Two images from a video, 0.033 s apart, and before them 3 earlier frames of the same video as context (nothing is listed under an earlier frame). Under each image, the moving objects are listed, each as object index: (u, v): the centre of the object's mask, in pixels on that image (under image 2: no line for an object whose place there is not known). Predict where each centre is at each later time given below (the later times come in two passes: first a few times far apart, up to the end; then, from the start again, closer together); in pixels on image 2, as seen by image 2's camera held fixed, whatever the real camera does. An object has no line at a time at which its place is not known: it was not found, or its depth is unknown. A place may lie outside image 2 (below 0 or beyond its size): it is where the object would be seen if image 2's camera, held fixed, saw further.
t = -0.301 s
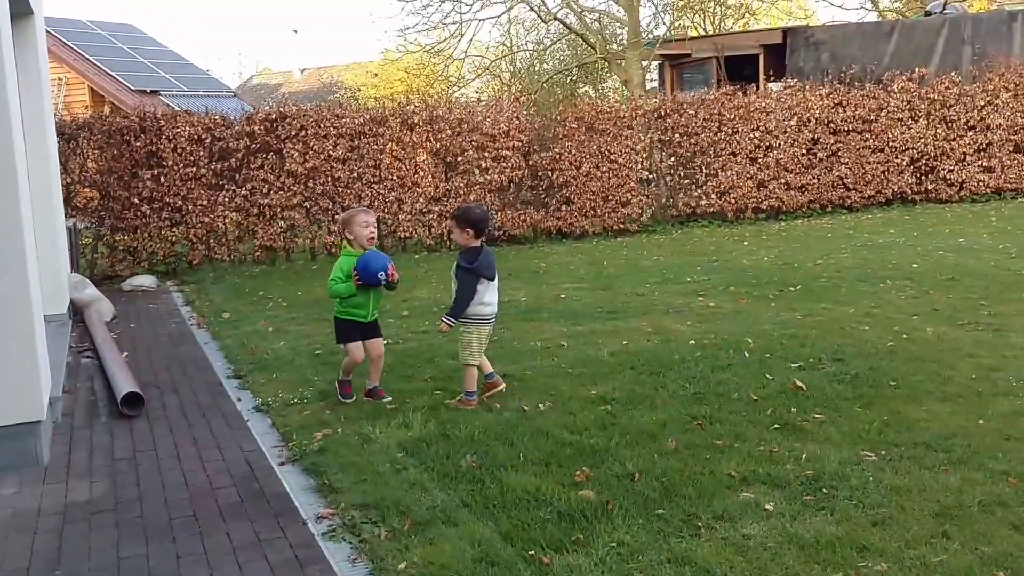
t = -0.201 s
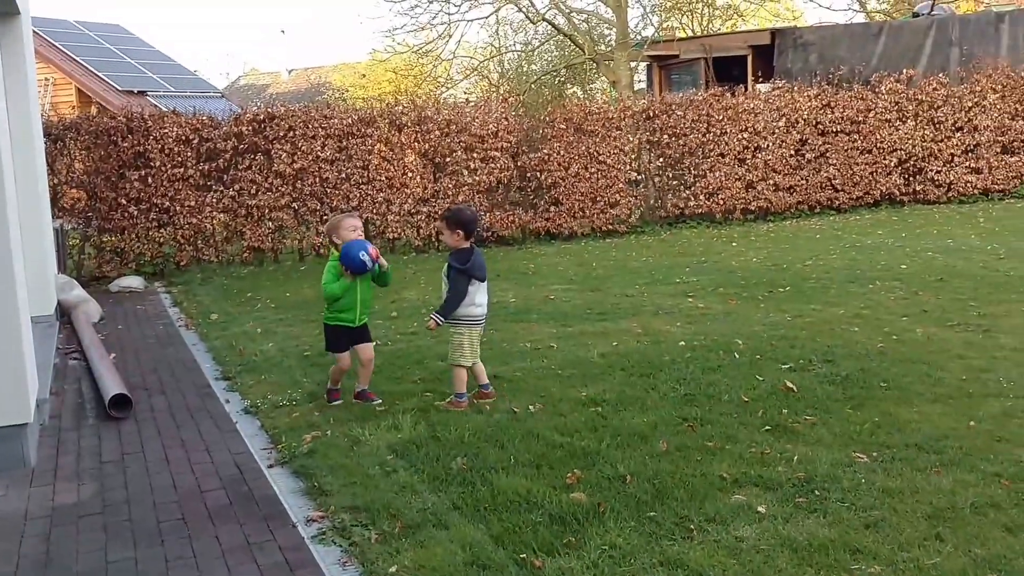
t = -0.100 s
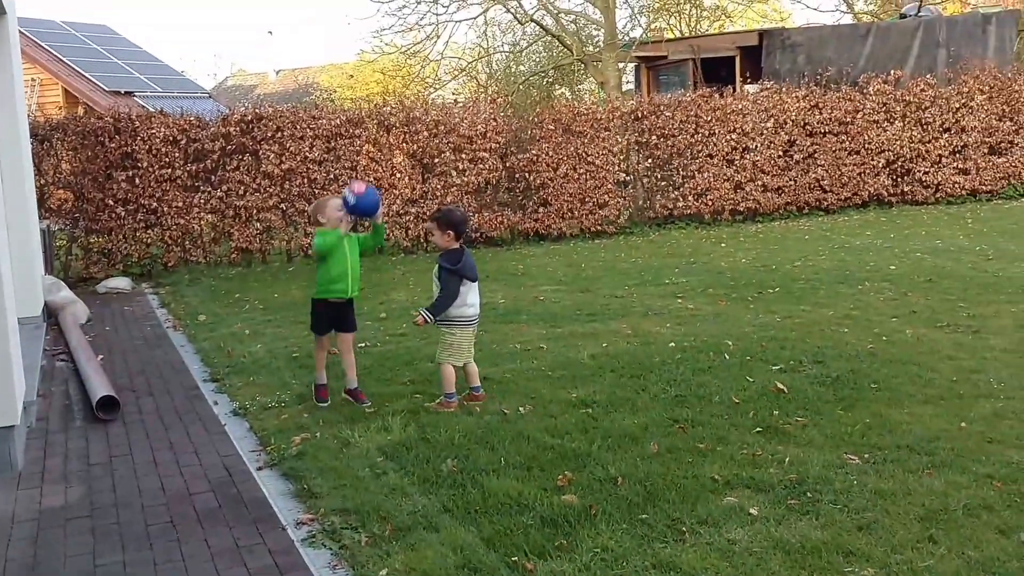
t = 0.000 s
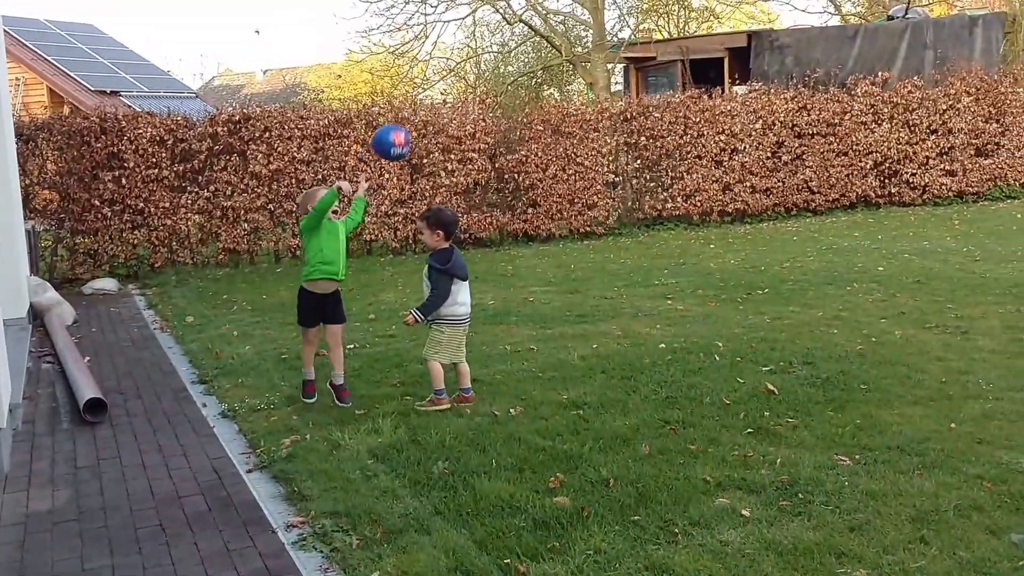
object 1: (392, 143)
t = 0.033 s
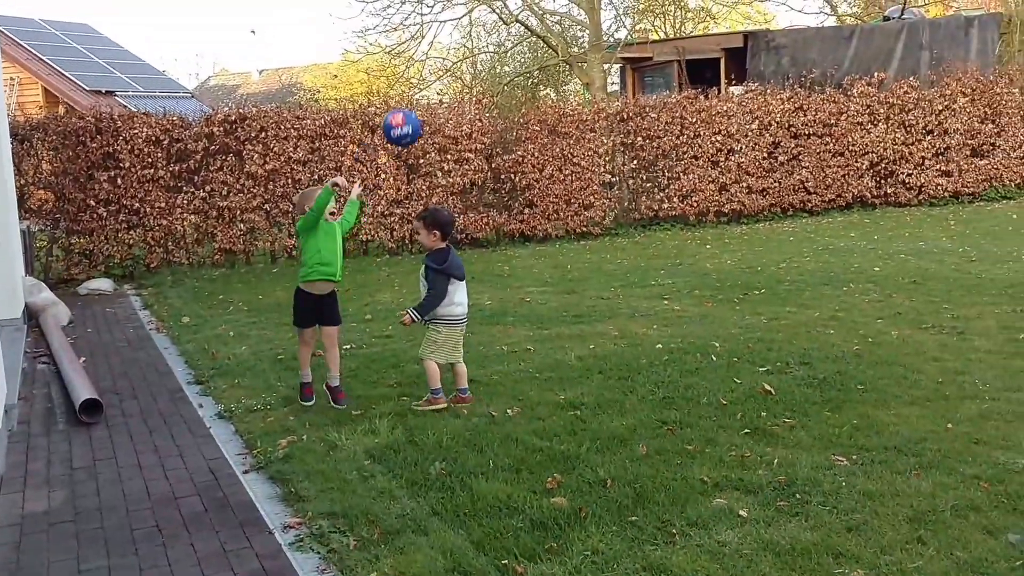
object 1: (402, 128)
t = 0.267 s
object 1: (506, 86)
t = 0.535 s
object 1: (626, 179)
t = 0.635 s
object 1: (664, 246)
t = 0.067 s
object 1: (415, 115)
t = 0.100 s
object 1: (429, 104)
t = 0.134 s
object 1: (444, 96)
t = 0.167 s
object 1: (460, 91)
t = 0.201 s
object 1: (476, 88)
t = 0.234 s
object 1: (491, 86)
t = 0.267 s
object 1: (506, 86)
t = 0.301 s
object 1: (522, 90)
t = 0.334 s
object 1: (537, 95)
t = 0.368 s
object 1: (551, 103)
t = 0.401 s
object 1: (566, 114)
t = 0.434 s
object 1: (580, 127)
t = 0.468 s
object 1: (596, 142)
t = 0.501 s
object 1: (612, 159)
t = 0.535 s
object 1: (626, 179)
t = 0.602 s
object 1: (653, 221)
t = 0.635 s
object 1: (664, 246)
